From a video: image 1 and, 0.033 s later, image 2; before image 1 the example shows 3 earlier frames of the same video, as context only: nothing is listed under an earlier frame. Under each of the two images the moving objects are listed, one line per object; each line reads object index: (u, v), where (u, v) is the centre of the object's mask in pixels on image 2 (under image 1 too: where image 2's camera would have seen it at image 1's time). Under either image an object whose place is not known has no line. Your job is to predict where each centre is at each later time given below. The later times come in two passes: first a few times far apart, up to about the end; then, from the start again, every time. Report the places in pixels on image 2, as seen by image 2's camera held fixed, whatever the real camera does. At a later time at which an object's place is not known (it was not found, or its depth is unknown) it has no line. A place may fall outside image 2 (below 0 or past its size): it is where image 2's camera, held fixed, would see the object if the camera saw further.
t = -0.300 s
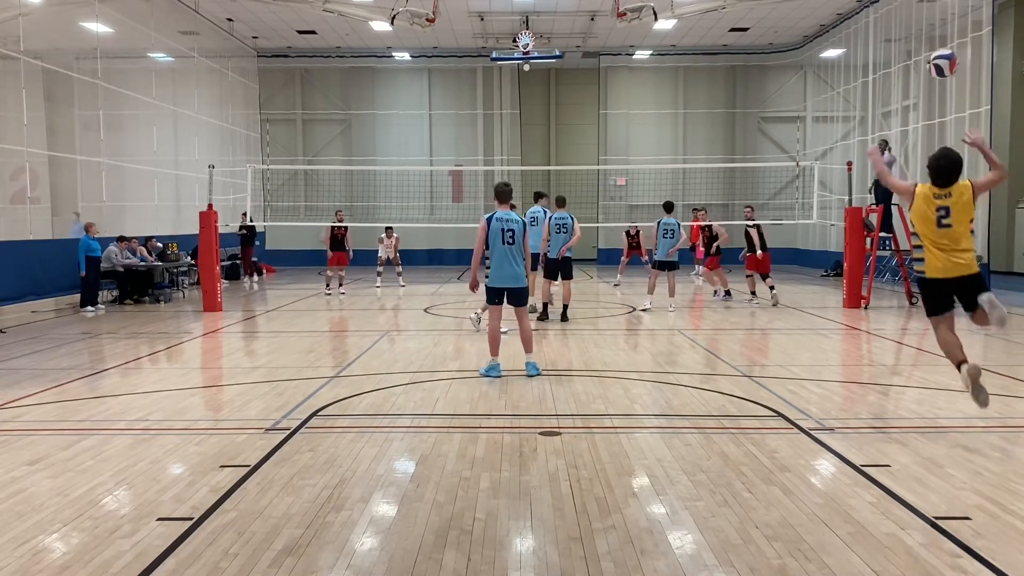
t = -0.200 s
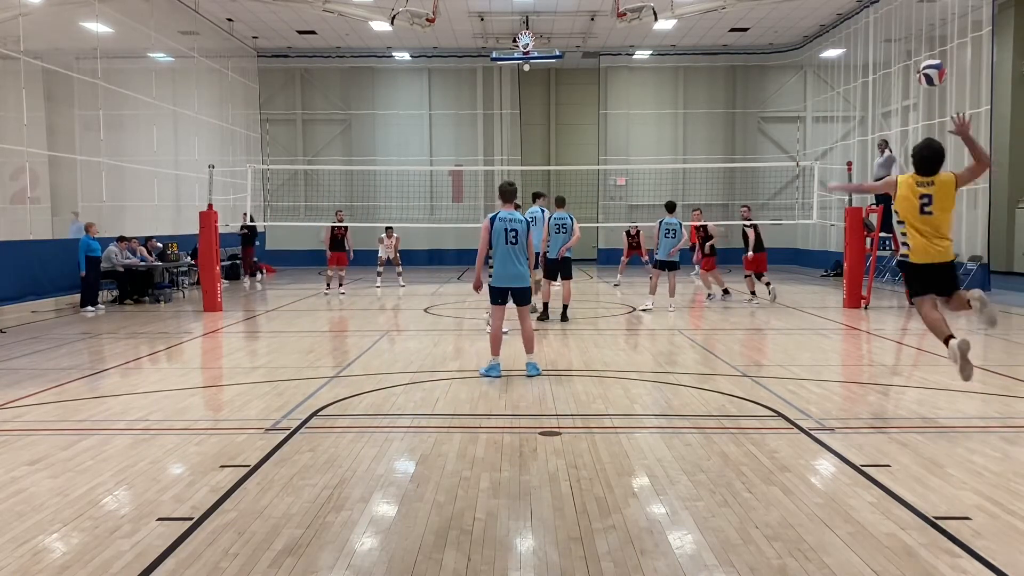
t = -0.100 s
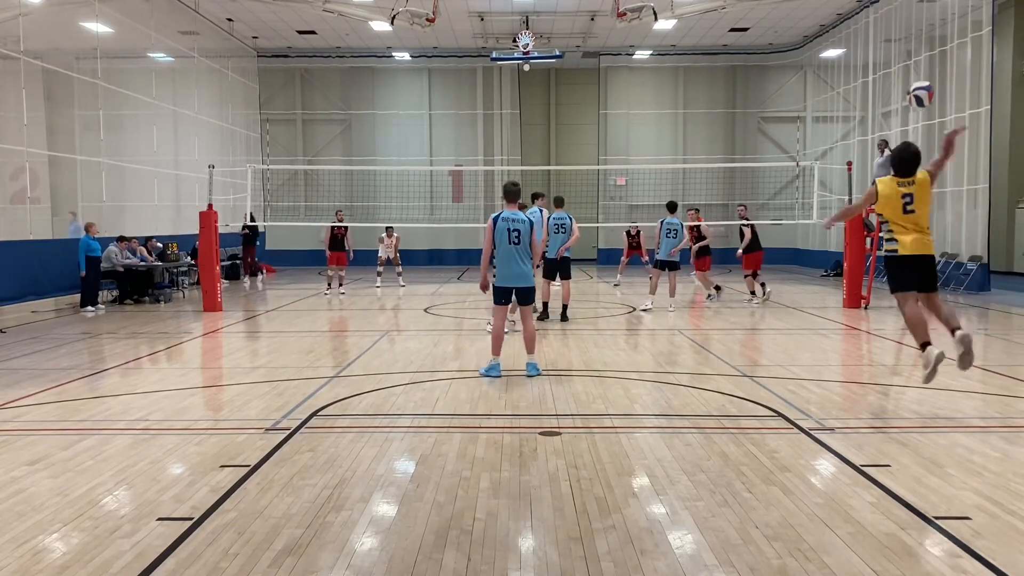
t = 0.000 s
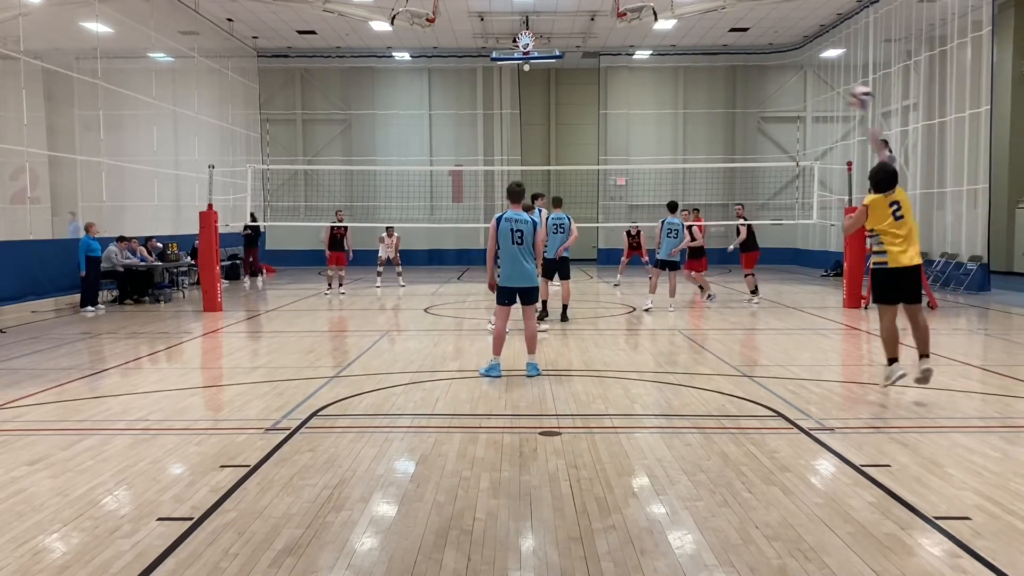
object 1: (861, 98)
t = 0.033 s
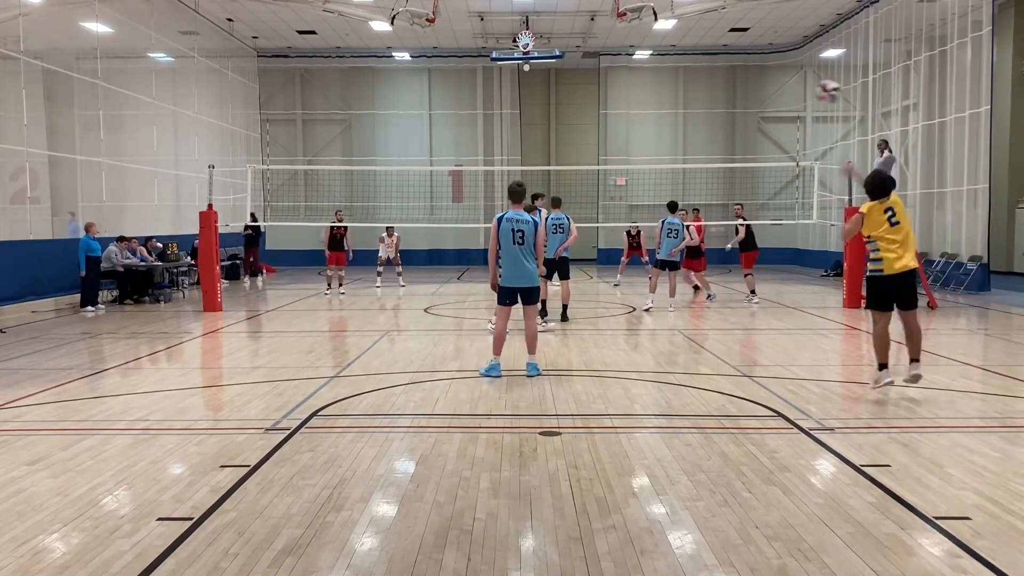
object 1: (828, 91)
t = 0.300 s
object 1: (664, 92)
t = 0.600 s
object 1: (576, 134)
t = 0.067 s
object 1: (799, 87)
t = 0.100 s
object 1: (774, 85)
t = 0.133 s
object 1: (751, 84)
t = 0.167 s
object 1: (730, 84)
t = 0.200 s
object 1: (710, 84)
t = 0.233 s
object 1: (694, 86)
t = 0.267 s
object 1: (678, 89)
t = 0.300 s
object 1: (664, 92)
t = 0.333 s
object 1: (650, 96)
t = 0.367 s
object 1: (638, 100)
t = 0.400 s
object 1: (627, 105)
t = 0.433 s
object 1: (616, 109)
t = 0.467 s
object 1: (606, 113)
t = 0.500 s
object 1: (599, 118)
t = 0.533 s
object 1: (591, 124)
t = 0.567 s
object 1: (582, 129)
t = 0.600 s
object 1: (576, 134)
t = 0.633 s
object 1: (569, 140)
